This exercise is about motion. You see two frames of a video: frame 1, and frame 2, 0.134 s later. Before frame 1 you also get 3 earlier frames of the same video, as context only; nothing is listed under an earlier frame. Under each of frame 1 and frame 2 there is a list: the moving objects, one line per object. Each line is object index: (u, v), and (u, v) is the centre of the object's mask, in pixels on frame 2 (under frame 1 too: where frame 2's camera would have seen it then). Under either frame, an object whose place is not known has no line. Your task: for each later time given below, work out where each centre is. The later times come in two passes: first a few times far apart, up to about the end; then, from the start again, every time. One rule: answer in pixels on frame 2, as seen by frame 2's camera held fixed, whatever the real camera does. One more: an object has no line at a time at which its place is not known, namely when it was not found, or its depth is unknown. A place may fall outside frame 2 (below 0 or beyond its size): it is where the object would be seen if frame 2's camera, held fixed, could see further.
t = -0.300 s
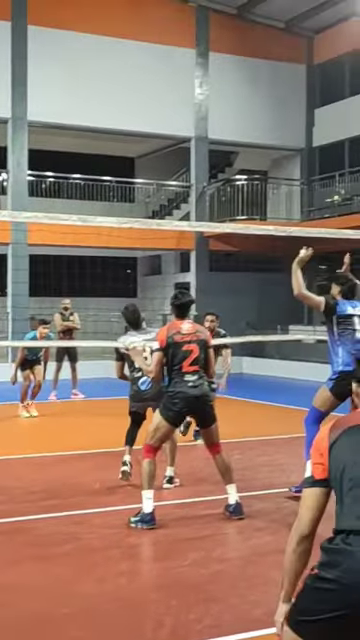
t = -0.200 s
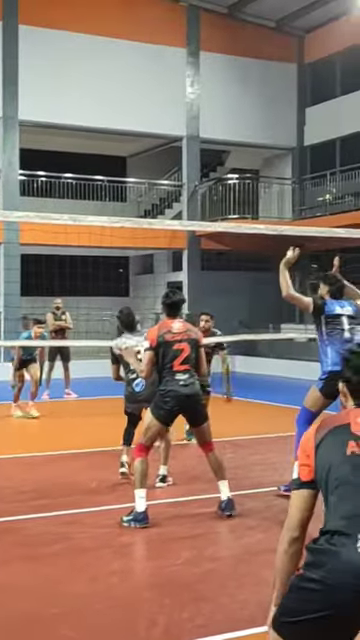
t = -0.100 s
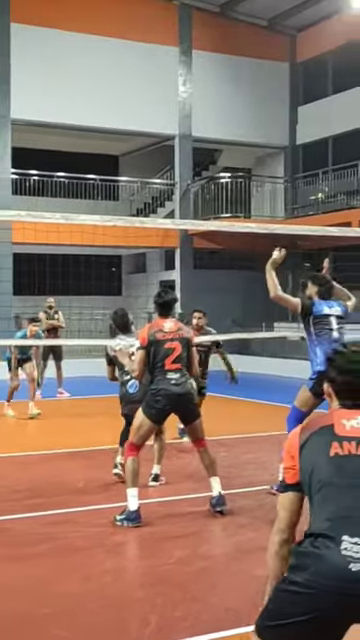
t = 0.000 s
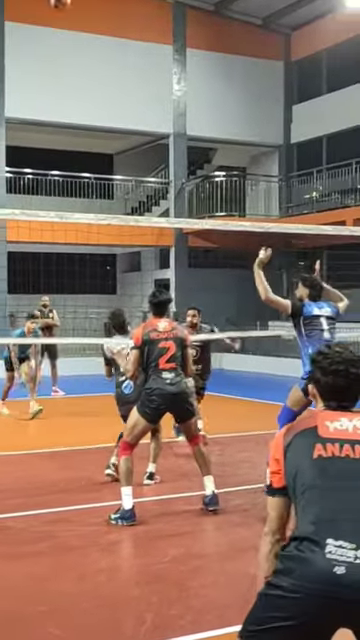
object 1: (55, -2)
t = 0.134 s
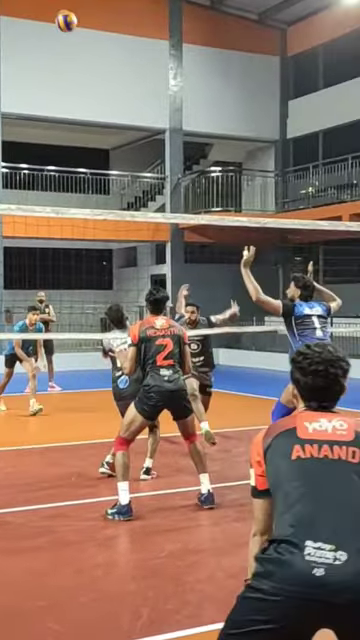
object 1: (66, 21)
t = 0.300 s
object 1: (79, 62)
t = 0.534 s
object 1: (98, 130)
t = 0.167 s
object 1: (68, 28)
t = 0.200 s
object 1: (71, 37)
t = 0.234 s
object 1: (74, 45)
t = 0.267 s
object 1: (76, 52)
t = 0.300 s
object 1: (79, 62)
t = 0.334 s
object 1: (82, 71)
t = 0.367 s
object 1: (85, 81)
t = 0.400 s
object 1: (88, 88)
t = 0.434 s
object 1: (91, 99)
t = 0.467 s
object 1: (92, 107)
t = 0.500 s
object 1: (94, 119)
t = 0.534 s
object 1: (98, 130)
